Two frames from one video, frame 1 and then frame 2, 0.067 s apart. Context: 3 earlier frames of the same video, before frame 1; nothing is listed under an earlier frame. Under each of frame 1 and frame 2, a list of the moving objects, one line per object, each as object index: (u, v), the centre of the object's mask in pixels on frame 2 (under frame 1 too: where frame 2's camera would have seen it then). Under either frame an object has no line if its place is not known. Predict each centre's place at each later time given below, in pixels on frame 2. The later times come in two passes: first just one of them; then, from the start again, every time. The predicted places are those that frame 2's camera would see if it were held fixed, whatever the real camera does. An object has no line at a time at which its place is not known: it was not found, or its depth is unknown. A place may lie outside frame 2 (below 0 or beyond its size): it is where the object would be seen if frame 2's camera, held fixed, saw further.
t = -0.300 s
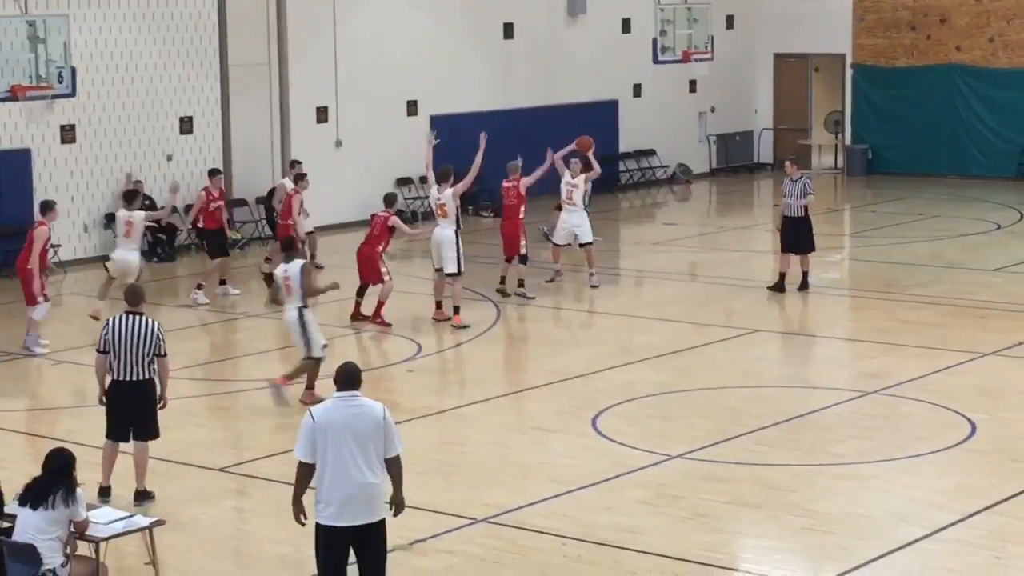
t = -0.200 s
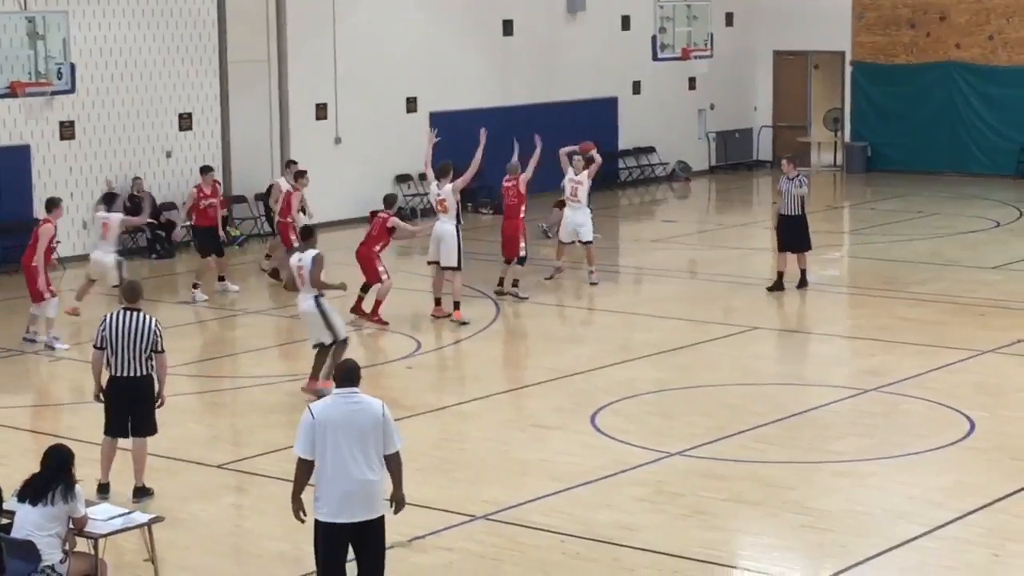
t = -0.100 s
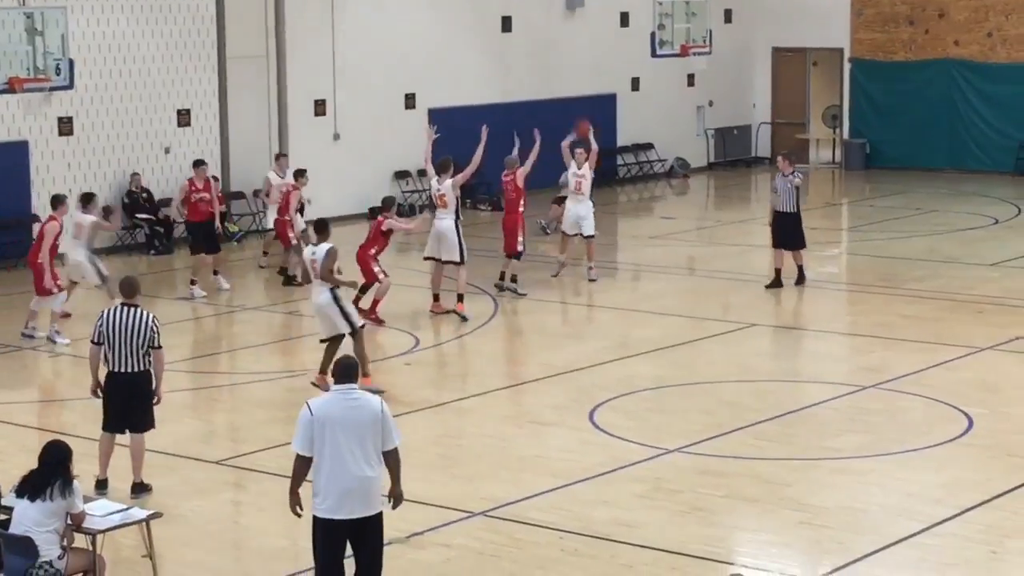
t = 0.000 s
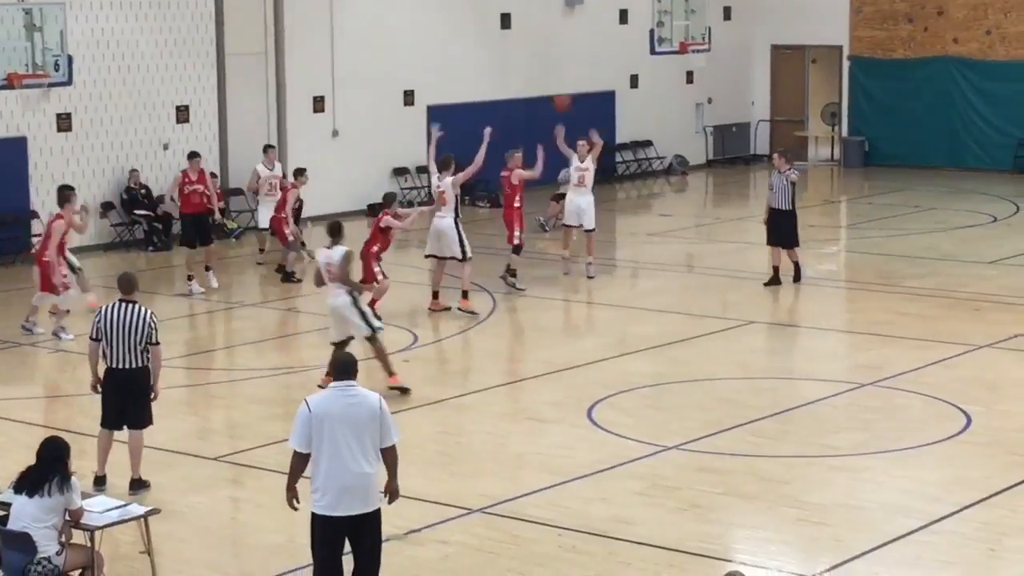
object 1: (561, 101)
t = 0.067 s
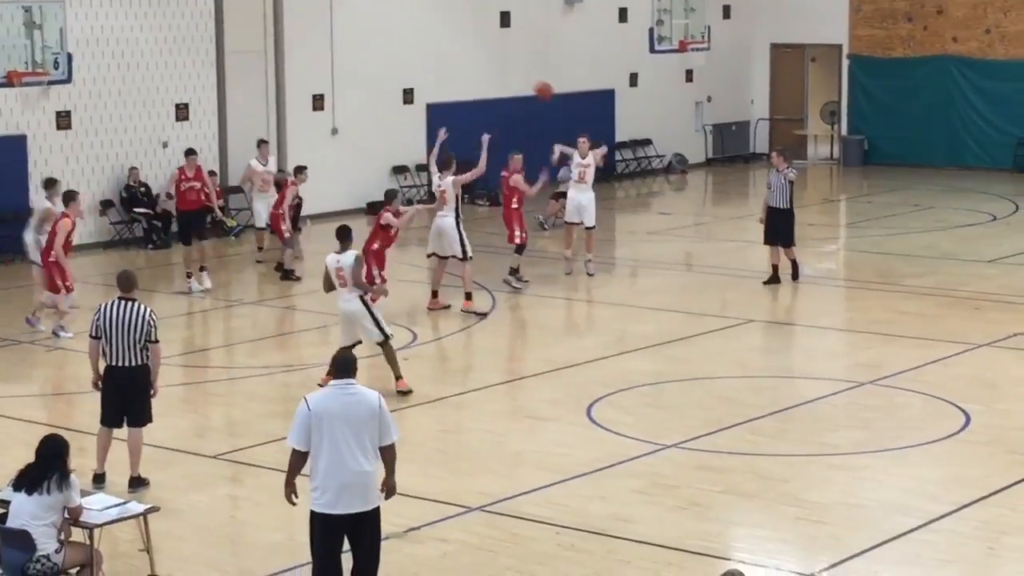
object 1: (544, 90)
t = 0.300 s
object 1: (477, 79)
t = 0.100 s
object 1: (535, 86)
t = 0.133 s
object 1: (525, 82)
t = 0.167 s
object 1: (516, 80)
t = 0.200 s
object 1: (507, 79)
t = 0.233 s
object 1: (497, 78)
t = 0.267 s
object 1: (487, 78)
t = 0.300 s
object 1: (477, 79)
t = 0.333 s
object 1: (467, 81)
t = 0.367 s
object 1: (456, 84)
